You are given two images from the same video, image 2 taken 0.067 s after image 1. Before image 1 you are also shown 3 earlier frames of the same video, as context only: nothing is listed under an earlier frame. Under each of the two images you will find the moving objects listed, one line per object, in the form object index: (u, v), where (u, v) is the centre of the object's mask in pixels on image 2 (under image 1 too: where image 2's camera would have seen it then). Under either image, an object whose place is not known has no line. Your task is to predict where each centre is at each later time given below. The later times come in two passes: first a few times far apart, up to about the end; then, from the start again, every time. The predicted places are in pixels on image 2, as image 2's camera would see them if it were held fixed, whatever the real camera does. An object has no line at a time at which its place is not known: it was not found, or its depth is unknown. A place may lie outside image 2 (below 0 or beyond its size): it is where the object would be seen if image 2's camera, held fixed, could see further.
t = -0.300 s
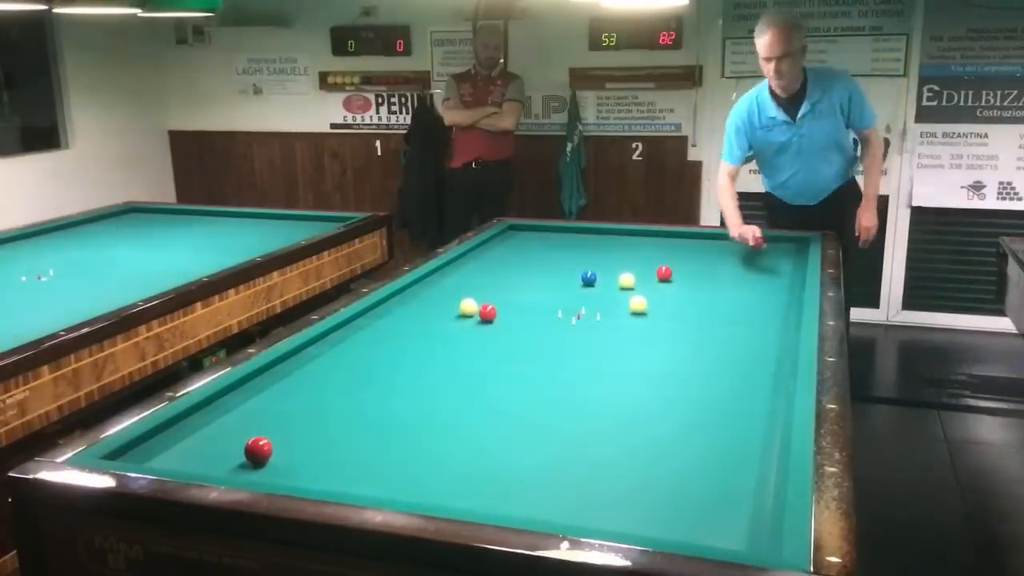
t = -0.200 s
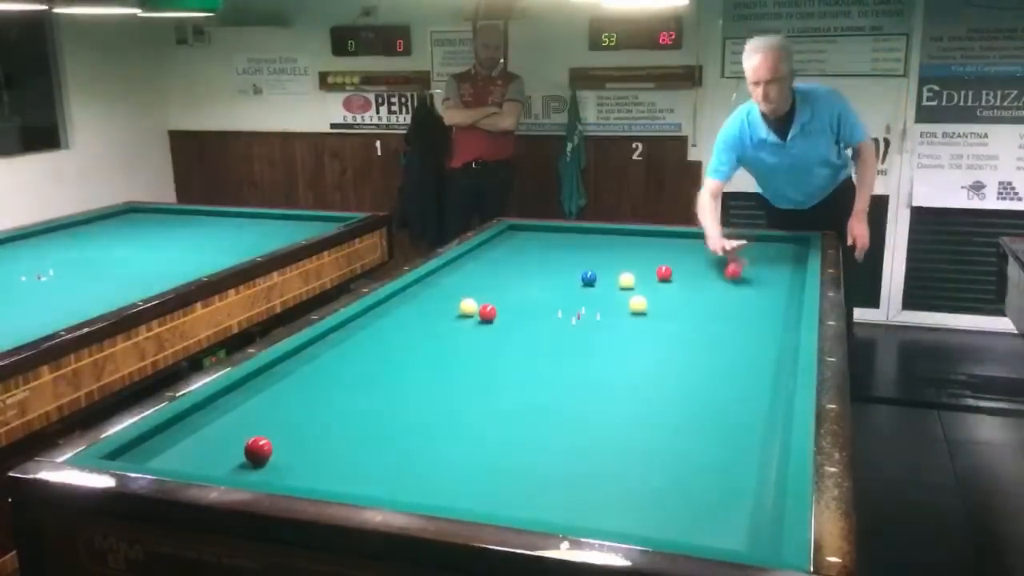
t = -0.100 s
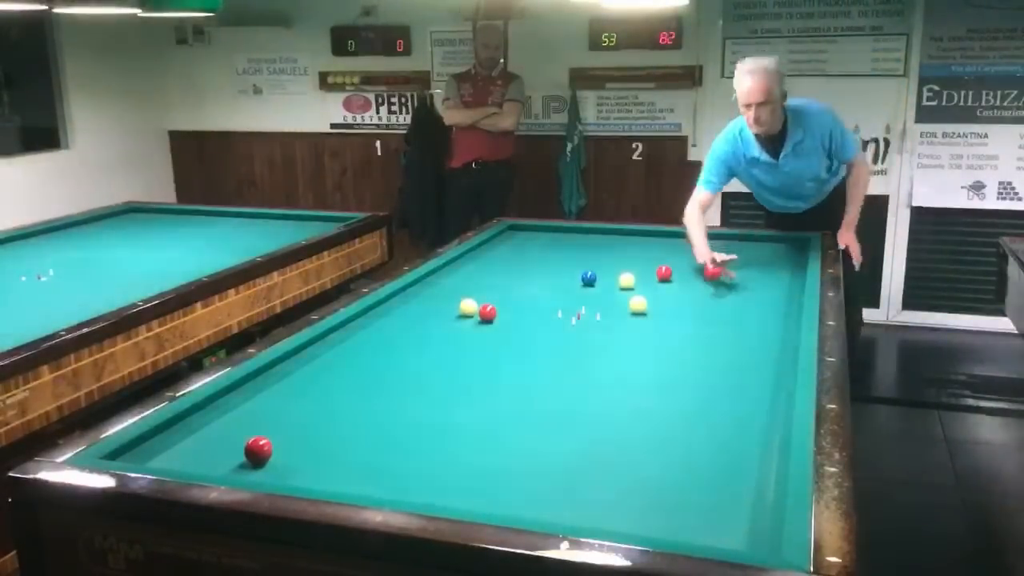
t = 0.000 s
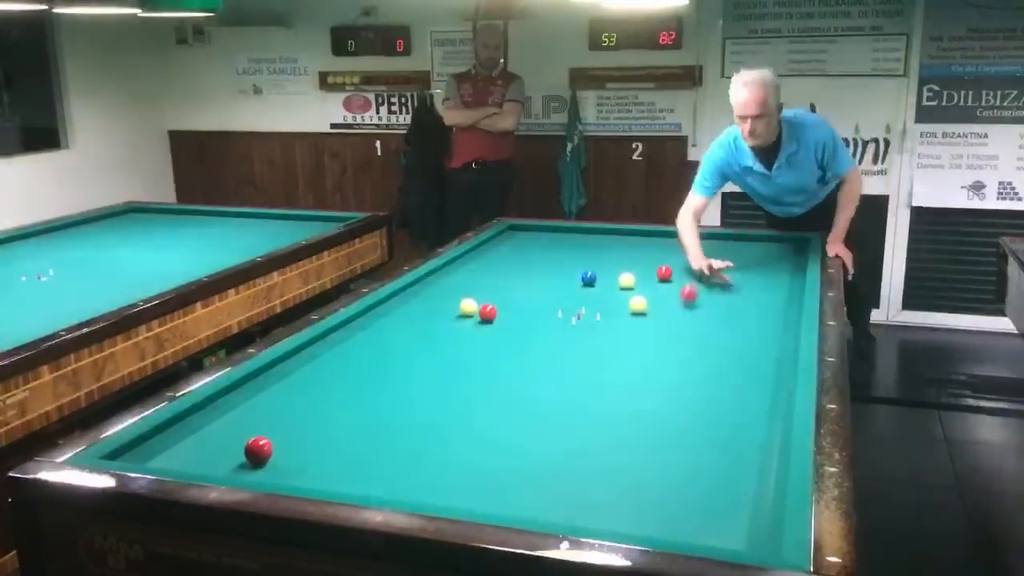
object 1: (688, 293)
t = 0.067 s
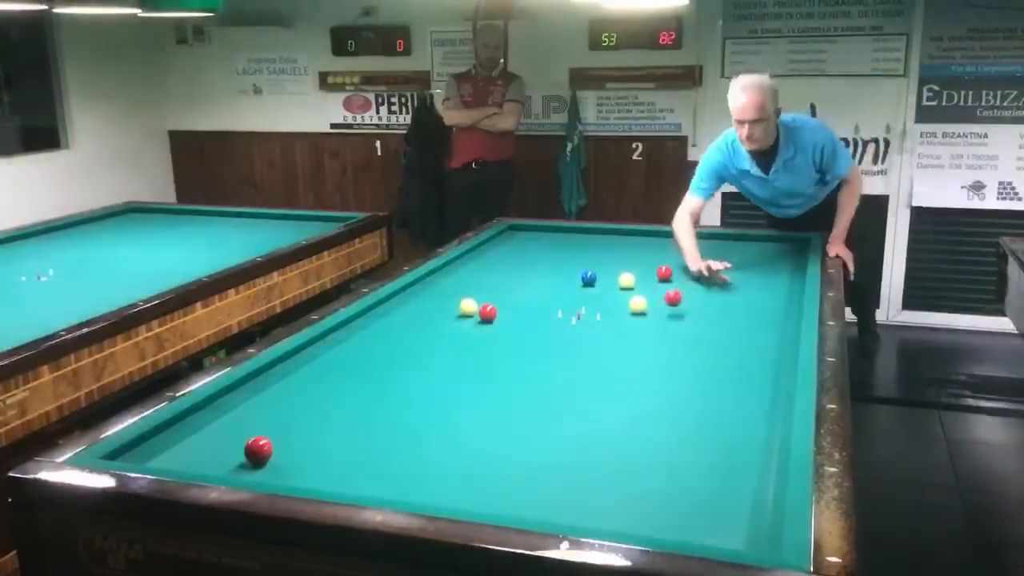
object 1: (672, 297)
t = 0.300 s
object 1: (612, 333)
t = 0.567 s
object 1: (536, 374)
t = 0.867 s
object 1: (428, 430)
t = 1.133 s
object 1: (332, 471)
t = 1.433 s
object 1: (359, 419)
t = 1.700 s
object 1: (371, 387)
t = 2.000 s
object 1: (382, 357)
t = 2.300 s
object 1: (391, 333)
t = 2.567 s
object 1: (398, 314)
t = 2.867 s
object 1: (404, 297)
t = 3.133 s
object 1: (418, 284)
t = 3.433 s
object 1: (446, 273)
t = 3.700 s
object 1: (468, 264)
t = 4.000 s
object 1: (491, 256)
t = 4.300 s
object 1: (512, 248)
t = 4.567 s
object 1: (528, 242)
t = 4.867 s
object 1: (545, 234)
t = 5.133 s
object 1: (559, 229)
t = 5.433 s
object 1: (564, 230)
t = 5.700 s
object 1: (567, 234)
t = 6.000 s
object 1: (569, 238)
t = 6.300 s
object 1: (572, 242)
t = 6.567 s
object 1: (574, 244)
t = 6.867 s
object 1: (576, 249)
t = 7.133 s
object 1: (578, 252)
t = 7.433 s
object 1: (580, 255)
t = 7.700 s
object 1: (581, 258)
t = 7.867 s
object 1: (582, 260)
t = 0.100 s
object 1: (664, 301)
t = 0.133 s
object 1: (656, 308)
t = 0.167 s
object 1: (648, 316)
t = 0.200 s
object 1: (639, 317)
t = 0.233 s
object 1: (630, 322)
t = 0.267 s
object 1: (621, 330)
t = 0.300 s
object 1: (612, 333)
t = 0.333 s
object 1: (603, 339)
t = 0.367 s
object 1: (594, 343)
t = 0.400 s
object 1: (585, 349)
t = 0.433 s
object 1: (576, 354)
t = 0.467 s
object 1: (566, 359)
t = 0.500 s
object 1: (557, 363)
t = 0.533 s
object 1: (547, 369)
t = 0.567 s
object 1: (536, 374)
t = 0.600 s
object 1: (526, 380)
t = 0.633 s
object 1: (515, 385)
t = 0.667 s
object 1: (504, 391)
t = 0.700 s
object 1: (492, 397)
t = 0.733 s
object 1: (480, 403)
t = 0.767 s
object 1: (468, 409)
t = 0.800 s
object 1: (455, 416)
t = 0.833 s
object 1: (442, 423)
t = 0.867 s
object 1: (428, 430)
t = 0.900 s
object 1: (414, 436)
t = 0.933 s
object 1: (399, 445)
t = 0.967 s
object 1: (383, 453)
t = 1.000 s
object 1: (367, 462)
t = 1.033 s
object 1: (350, 471)
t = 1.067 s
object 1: (334, 478)
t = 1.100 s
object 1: (327, 478)
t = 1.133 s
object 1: (332, 471)
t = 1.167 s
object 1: (337, 464)
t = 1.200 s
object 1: (341, 457)
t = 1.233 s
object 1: (345, 450)
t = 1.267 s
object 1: (348, 444)
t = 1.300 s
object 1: (351, 438)
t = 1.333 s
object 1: (353, 433)
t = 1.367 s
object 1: (355, 428)
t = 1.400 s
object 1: (357, 424)
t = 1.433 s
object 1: (359, 419)
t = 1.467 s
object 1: (360, 415)
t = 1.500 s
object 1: (362, 410)
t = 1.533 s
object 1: (364, 406)
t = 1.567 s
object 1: (365, 402)
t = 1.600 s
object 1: (367, 398)
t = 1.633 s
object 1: (368, 394)
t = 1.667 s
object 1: (369, 391)
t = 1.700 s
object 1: (371, 387)
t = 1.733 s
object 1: (372, 383)
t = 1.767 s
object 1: (373, 379)
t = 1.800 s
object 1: (374, 376)
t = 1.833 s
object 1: (376, 373)
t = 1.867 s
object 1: (377, 370)
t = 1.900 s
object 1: (378, 367)
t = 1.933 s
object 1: (380, 363)
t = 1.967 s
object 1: (381, 360)
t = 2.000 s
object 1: (382, 357)
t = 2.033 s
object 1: (383, 355)
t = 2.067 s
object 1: (384, 351)
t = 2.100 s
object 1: (385, 348)
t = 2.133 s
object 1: (386, 346)
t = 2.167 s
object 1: (387, 343)
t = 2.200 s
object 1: (388, 340)
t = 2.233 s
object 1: (389, 338)
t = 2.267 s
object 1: (390, 335)
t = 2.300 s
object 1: (391, 333)
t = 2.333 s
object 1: (392, 330)
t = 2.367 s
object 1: (393, 328)
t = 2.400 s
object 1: (394, 326)
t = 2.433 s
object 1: (395, 324)
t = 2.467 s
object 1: (395, 321)
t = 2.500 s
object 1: (396, 319)
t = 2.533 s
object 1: (397, 317)
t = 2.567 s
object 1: (398, 314)
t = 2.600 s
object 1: (398, 312)
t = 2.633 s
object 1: (399, 310)
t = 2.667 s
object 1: (400, 308)
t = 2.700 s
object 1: (400, 306)
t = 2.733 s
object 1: (401, 304)
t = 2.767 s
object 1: (402, 302)
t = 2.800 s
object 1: (403, 301)
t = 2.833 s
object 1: (403, 299)
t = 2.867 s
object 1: (404, 297)
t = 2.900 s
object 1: (404, 295)
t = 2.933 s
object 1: (405, 294)
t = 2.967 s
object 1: (406, 292)
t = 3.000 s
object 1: (406, 290)
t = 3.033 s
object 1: (408, 288)
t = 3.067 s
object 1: (411, 287)
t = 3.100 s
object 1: (414, 285)
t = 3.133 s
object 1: (418, 284)
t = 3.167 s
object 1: (421, 283)
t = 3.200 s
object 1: (424, 281)
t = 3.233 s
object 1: (427, 280)
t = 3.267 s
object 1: (431, 279)
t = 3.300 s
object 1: (434, 278)
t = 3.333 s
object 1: (437, 277)
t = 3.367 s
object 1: (440, 276)
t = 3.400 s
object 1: (443, 274)
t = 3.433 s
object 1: (446, 273)
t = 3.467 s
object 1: (449, 272)
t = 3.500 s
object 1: (452, 271)
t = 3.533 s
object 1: (454, 270)
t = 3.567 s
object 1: (457, 269)
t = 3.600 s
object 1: (460, 268)
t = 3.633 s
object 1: (463, 266)
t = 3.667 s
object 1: (465, 265)
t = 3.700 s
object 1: (468, 264)
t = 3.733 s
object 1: (471, 263)
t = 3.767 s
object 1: (473, 263)
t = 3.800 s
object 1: (476, 261)
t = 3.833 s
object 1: (479, 261)
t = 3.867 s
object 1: (481, 259)
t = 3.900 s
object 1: (484, 259)
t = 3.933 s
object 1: (486, 257)
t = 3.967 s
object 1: (489, 257)
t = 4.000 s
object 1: (491, 256)
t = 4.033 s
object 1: (493, 255)
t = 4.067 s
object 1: (496, 254)
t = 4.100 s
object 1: (498, 253)
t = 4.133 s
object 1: (500, 252)
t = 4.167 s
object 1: (503, 251)
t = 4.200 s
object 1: (505, 250)
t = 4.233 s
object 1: (508, 249)
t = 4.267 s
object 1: (510, 249)
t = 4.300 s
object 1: (512, 248)
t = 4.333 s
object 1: (514, 247)
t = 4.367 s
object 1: (516, 246)
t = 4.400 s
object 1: (518, 245)
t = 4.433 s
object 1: (520, 244)
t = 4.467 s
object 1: (522, 244)
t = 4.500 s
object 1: (524, 243)
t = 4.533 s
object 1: (526, 242)
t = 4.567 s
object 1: (528, 242)
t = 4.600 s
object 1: (530, 241)
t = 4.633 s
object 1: (532, 239)
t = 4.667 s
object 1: (534, 239)
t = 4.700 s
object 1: (536, 238)
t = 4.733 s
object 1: (538, 237)
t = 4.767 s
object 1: (540, 237)
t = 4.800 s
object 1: (542, 236)
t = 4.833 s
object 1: (543, 235)
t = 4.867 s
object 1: (545, 234)
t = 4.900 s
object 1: (547, 234)
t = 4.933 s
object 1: (549, 233)
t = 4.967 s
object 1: (551, 233)
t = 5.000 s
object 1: (552, 232)
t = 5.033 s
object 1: (554, 231)
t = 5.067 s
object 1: (556, 230)
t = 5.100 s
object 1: (558, 230)
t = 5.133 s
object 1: (559, 229)
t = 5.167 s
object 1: (561, 229)
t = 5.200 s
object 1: (563, 228)
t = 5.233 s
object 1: (563, 228)
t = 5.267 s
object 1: (563, 228)
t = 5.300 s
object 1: (563, 229)
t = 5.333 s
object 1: (563, 229)
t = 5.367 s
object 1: (563, 229)
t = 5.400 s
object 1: (564, 230)
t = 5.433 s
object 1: (564, 230)
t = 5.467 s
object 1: (564, 231)
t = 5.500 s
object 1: (565, 231)
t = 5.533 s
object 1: (565, 232)
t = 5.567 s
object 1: (566, 232)
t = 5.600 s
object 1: (566, 233)
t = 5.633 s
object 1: (566, 233)
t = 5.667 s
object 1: (566, 234)
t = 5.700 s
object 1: (567, 234)
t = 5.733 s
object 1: (567, 234)
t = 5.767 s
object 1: (567, 235)
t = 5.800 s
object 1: (568, 235)
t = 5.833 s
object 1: (568, 236)
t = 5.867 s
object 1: (568, 236)
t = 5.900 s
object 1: (569, 237)
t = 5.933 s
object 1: (569, 237)
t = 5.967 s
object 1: (569, 238)
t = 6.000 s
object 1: (569, 238)
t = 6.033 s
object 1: (569, 239)
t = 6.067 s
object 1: (569, 239)
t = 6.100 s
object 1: (570, 239)
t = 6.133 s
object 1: (570, 240)
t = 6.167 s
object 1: (570, 240)
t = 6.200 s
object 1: (571, 240)
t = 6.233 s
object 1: (571, 241)
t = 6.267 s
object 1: (571, 241)
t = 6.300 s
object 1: (572, 242)
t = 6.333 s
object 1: (572, 242)
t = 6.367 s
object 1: (572, 242)
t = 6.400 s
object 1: (572, 243)
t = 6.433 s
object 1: (573, 243)
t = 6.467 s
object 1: (573, 244)
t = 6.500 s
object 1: (573, 244)
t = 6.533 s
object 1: (573, 244)
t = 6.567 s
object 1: (574, 244)
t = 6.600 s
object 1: (574, 245)
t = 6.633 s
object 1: (574, 246)
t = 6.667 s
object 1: (574, 246)
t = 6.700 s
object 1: (575, 247)
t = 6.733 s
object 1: (575, 247)
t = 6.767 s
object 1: (575, 248)
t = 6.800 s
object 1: (575, 248)
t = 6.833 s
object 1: (576, 249)
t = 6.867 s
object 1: (576, 249)
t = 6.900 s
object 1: (576, 249)
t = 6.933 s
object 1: (576, 249)
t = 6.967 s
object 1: (577, 250)
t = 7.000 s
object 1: (577, 250)
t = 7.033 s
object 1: (577, 250)
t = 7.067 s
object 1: (577, 251)
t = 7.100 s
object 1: (577, 251)
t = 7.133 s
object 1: (578, 252)
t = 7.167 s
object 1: (578, 252)
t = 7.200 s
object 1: (578, 252)
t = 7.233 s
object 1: (578, 253)
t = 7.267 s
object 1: (579, 253)
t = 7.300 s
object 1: (579, 254)
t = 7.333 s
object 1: (579, 254)
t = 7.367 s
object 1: (579, 254)
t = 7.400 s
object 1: (580, 255)
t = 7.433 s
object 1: (580, 255)
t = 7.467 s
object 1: (580, 256)
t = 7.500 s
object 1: (580, 256)
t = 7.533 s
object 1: (580, 256)
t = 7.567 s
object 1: (581, 257)
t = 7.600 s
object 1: (581, 257)
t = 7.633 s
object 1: (581, 257)
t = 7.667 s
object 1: (581, 258)
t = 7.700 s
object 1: (581, 258)
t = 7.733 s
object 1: (582, 259)
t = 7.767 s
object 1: (582, 259)
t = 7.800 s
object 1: (582, 259)
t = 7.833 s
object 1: (582, 259)
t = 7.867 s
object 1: (582, 260)
